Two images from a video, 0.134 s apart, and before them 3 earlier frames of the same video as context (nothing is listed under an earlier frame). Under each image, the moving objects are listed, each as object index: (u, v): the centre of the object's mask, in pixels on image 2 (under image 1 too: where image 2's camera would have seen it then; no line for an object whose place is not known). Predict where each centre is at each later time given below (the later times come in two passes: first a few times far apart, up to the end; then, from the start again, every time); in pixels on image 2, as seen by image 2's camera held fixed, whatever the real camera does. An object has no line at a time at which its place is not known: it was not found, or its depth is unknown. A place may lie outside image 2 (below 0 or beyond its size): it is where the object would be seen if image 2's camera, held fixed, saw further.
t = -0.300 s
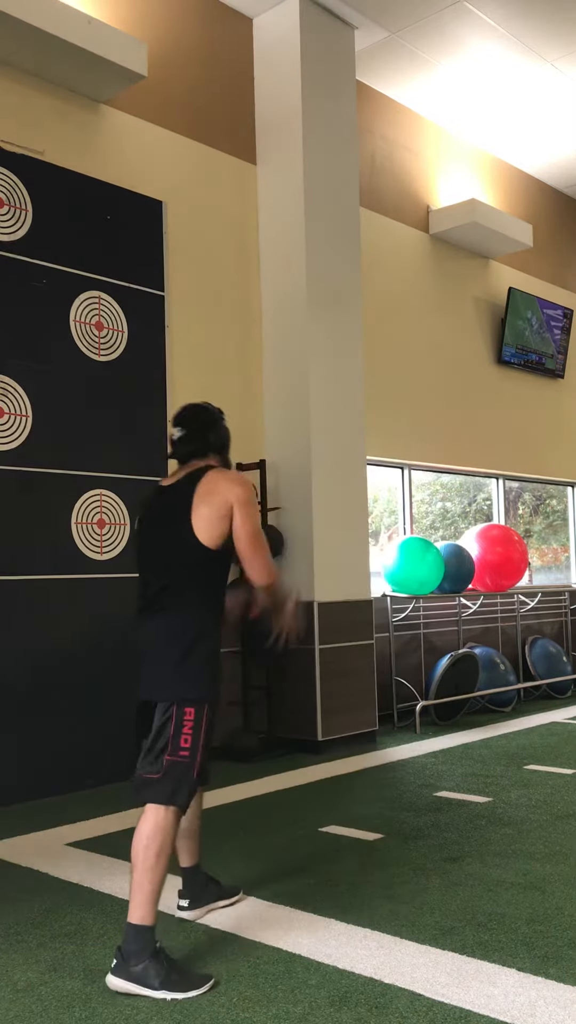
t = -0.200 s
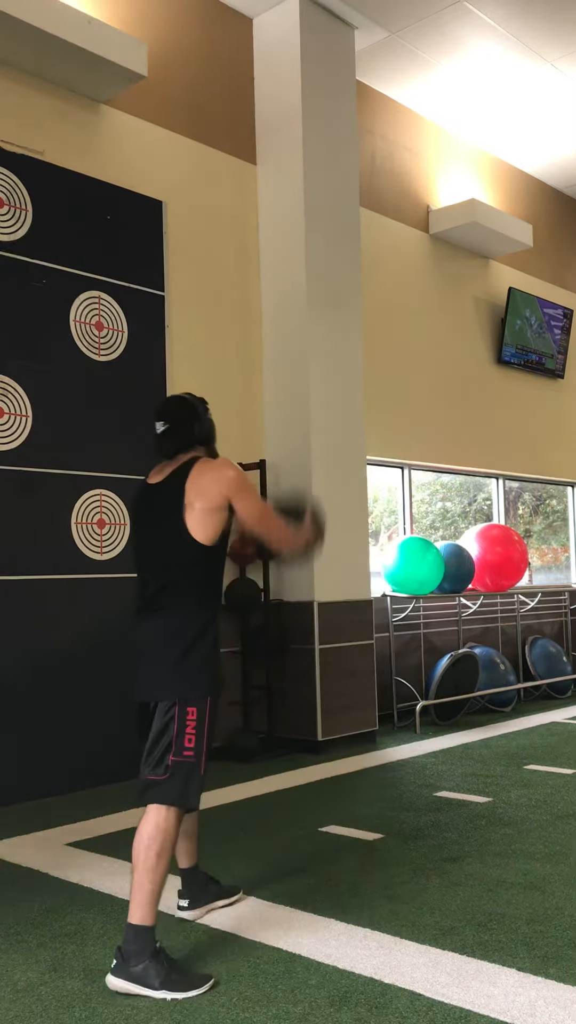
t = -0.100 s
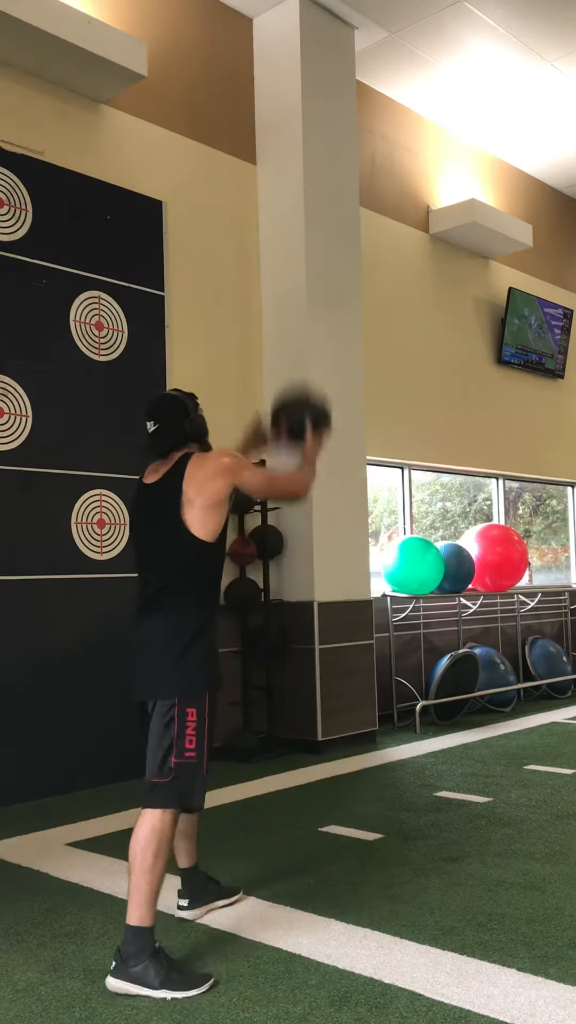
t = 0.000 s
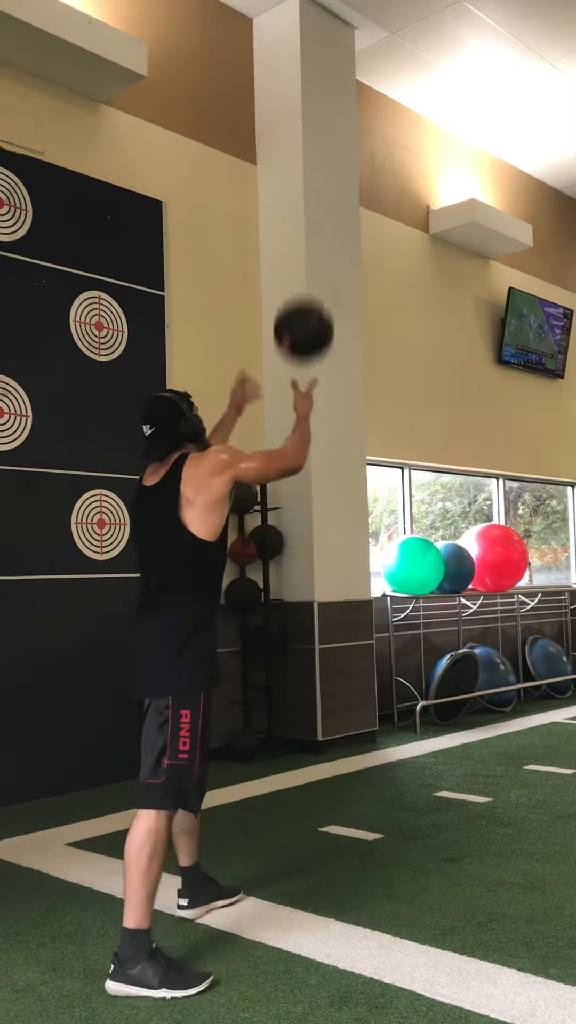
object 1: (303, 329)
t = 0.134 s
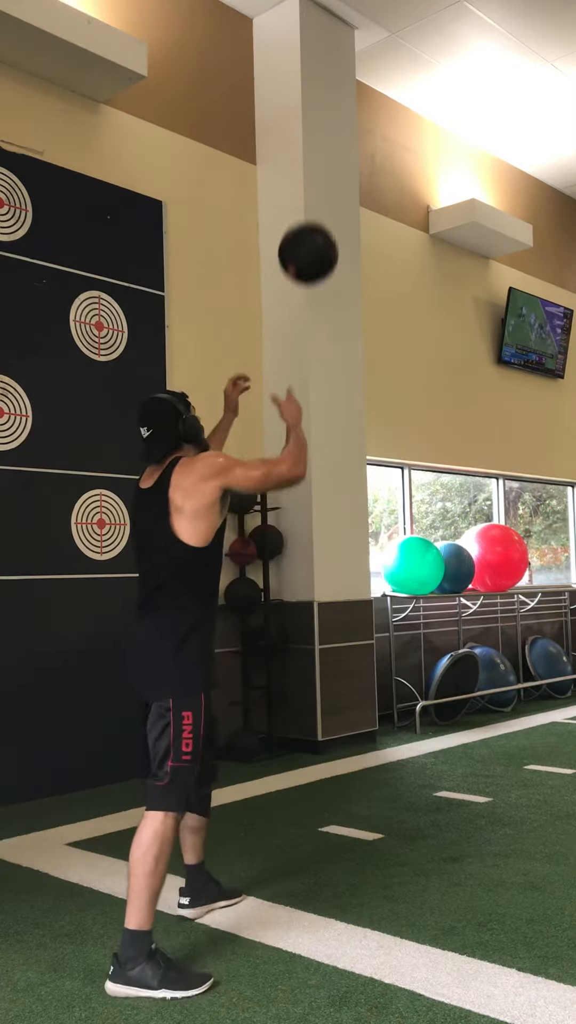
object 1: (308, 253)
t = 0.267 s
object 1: (314, 220)
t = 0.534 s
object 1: (328, 278)
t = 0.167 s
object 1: (309, 241)
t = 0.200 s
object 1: (311, 231)
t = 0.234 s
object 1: (312, 224)
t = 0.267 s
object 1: (314, 220)
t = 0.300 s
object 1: (315, 219)
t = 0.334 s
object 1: (317, 220)
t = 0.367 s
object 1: (318, 223)
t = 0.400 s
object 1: (320, 229)
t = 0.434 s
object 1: (322, 238)
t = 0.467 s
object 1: (324, 248)
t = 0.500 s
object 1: (326, 262)
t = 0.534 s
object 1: (328, 278)
